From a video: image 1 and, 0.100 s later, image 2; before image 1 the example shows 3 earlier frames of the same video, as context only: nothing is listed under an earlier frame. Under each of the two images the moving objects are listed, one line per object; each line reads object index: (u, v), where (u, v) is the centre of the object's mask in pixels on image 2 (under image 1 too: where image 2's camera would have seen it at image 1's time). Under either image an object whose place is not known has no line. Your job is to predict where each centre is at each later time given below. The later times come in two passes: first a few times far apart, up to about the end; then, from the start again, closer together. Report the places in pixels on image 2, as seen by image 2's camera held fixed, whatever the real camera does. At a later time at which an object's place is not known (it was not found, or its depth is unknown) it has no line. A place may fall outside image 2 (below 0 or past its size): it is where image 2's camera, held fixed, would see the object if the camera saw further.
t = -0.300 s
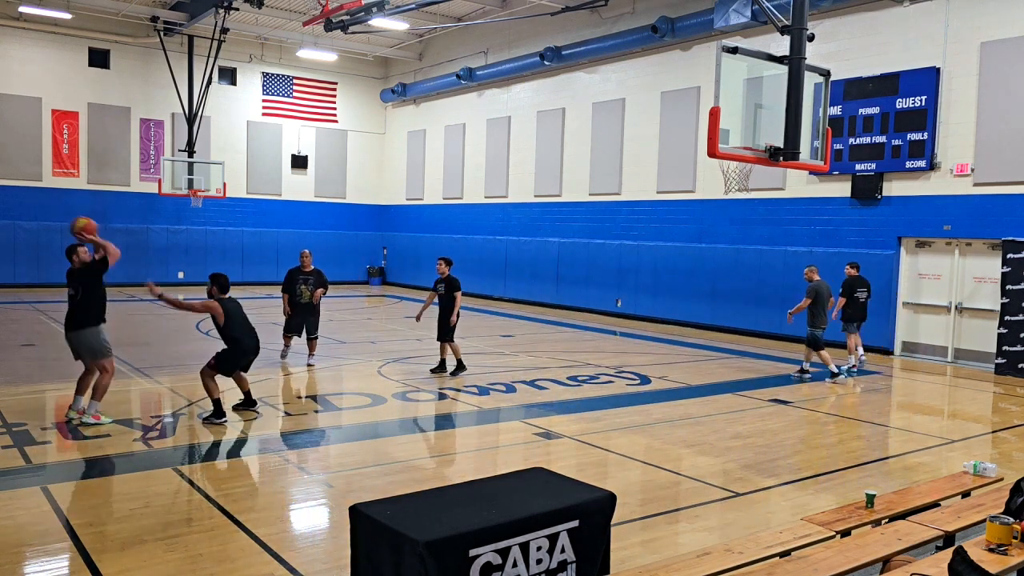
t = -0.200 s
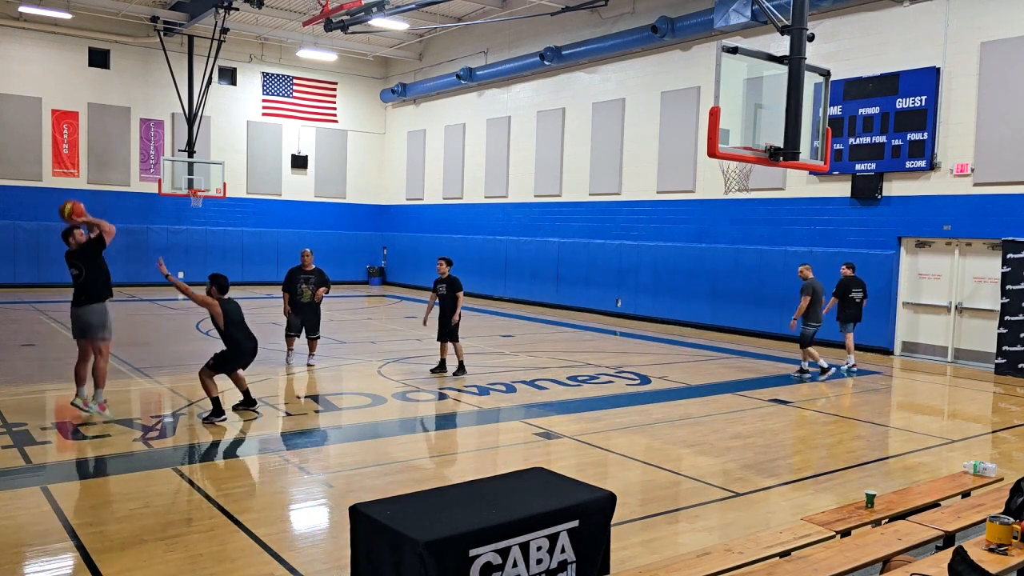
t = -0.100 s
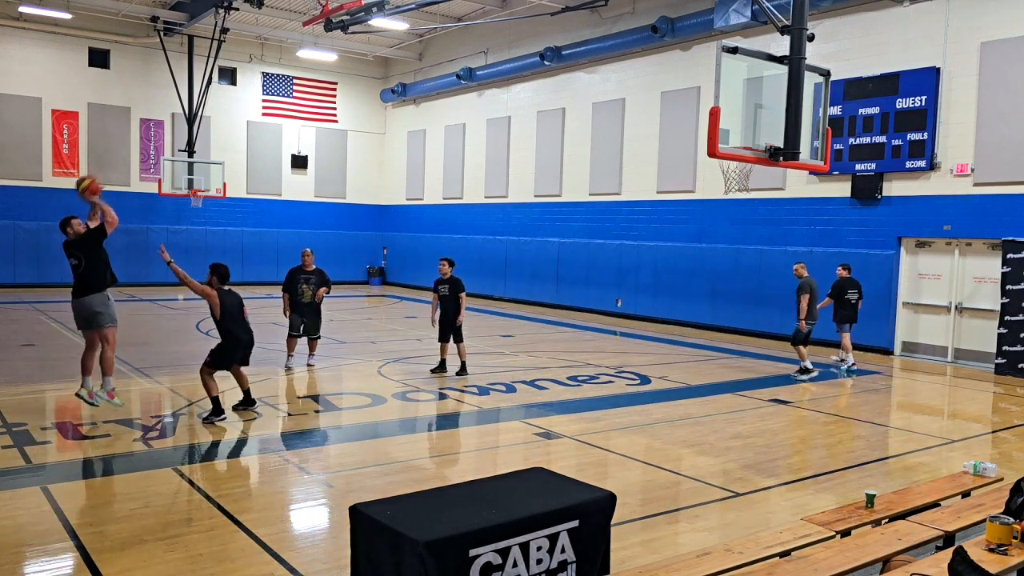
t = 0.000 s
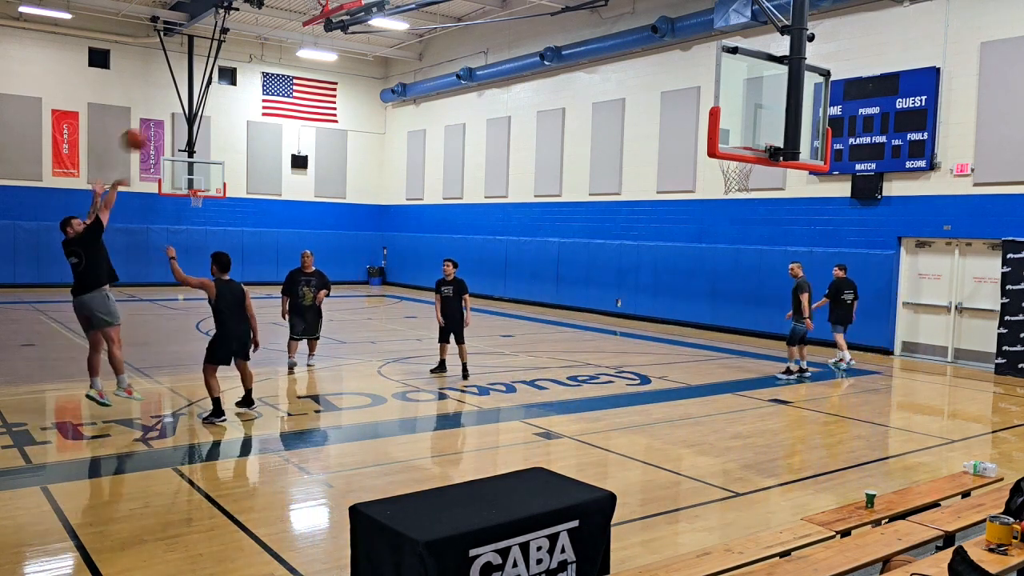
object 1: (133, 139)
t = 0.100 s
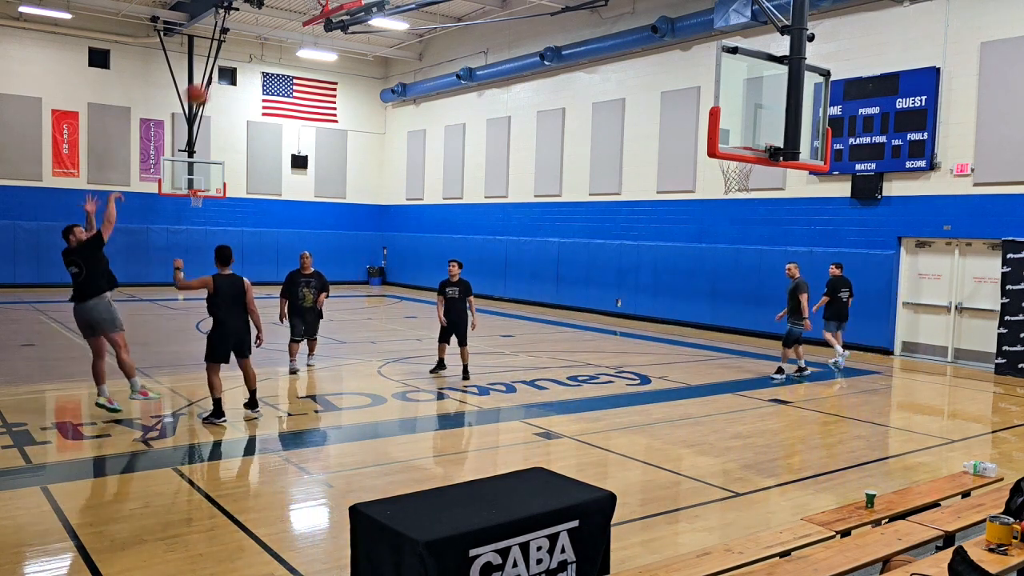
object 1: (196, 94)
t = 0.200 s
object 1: (258, 60)
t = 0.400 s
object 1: (378, 20)
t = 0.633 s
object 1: (516, 22)
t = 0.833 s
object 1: (628, 62)
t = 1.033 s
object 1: (737, 137)
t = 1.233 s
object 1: (775, 87)
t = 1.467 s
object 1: (776, 83)
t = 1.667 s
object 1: (774, 119)
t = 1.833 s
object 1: (772, 171)
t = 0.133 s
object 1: (218, 81)
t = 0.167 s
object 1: (237, 70)
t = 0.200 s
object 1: (258, 60)
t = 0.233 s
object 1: (280, 50)
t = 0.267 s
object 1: (299, 42)
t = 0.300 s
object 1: (320, 35)
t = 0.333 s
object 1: (341, 30)
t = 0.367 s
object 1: (358, 24)
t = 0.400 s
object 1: (378, 20)
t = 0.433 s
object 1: (399, 16)
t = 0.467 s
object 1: (418, 14)
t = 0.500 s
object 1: (438, 13)
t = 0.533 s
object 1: (457, 13)
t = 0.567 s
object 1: (477, 16)
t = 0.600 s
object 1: (496, 18)
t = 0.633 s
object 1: (516, 22)
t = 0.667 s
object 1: (535, 26)
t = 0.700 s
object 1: (553, 31)
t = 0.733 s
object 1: (572, 37)
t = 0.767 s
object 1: (593, 45)
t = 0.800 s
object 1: (611, 53)
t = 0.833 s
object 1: (628, 62)
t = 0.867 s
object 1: (646, 74)
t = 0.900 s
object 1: (664, 85)
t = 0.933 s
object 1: (683, 98)
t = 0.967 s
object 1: (700, 110)
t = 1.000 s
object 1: (725, 123)
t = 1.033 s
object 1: (737, 137)
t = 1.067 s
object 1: (743, 125)
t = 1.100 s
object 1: (751, 116)
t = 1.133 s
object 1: (760, 107)
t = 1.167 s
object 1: (768, 97)
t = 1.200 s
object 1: (774, 92)
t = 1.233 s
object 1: (775, 87)
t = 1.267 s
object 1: (775, 83)
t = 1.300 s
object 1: (775, 81)
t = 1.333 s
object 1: (776, 79)
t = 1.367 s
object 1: (776, 78)
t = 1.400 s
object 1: (776, 79)
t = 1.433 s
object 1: (776, 80)
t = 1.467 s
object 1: (776, 83)
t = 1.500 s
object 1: (776, 86)
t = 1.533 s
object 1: (776, 91)
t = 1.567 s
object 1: (775, 96)
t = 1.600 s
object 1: (775, 99)
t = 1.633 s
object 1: (775, 109)
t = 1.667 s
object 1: (774, 119)
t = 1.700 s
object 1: (774, 126)
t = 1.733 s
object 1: (774, 136)
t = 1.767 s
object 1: (774, 141)
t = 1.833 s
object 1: (772, 171)
